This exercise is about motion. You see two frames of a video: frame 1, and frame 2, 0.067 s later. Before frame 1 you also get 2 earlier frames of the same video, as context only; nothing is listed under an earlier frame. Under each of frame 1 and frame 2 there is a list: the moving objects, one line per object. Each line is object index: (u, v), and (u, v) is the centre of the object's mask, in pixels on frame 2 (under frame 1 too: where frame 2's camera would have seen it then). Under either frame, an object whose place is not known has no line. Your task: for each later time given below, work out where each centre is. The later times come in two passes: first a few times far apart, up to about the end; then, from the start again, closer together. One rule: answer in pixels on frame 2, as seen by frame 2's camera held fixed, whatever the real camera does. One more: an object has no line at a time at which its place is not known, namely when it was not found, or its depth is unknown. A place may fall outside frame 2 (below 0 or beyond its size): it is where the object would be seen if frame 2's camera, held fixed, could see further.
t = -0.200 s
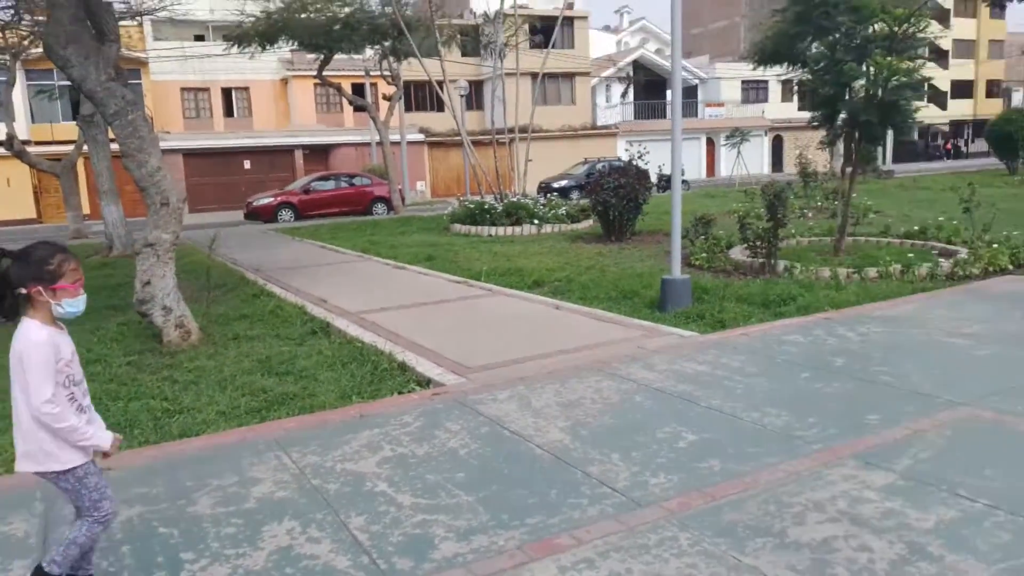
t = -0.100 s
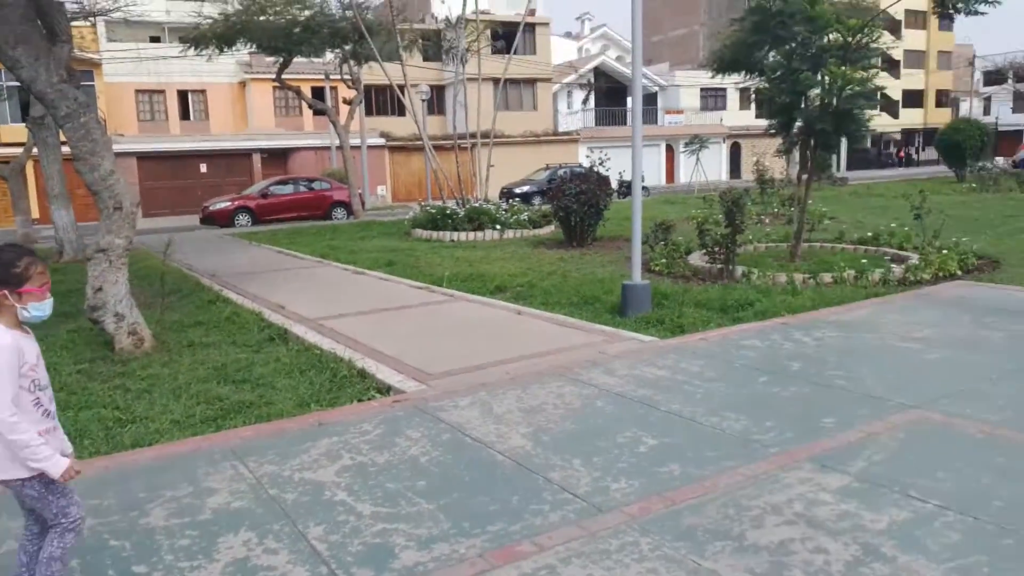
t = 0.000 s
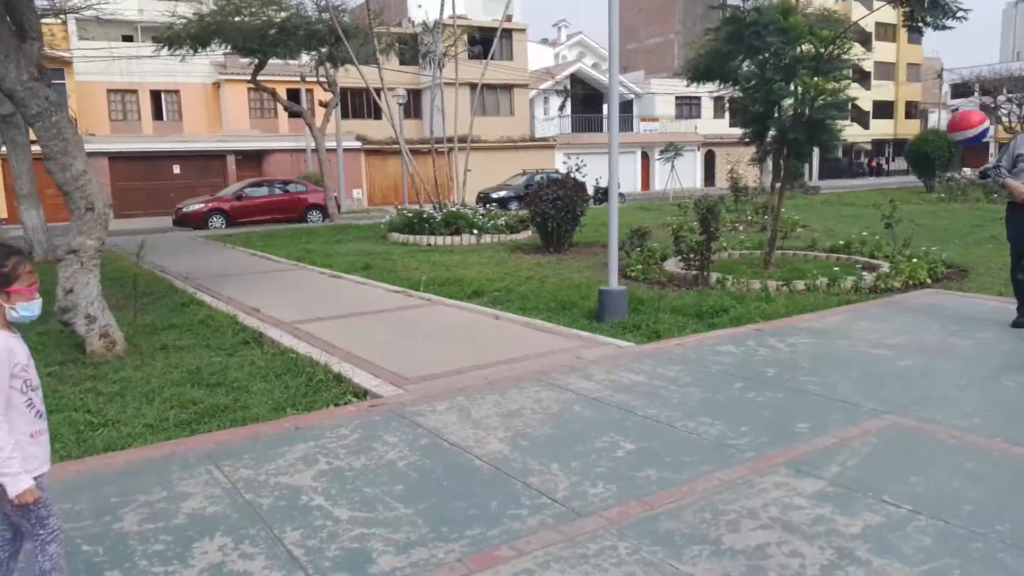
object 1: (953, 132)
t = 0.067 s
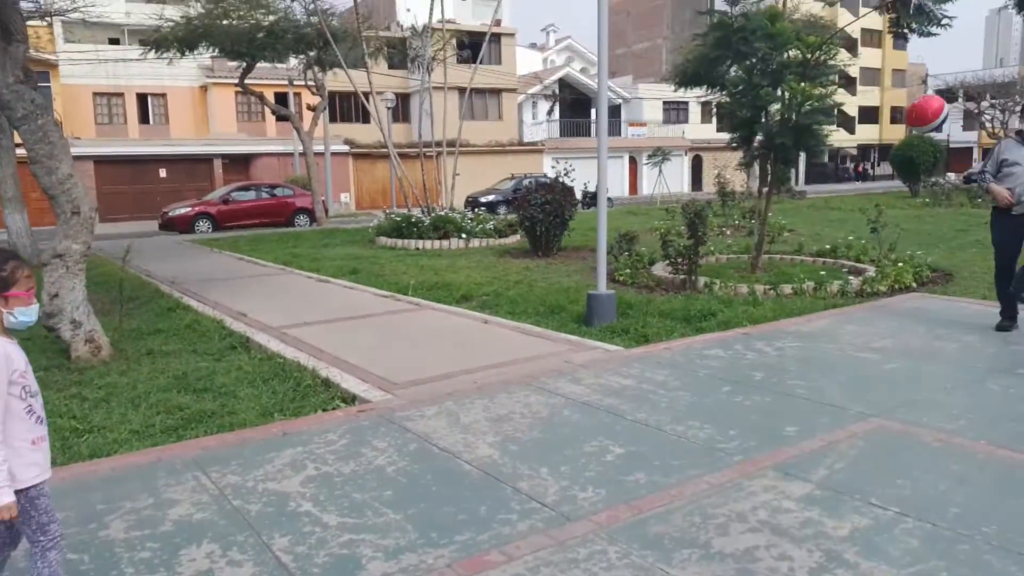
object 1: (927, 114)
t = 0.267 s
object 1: (832, 100)
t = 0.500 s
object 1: (690, 193)
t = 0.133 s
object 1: (897, 102)
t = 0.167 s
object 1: (881, 98)
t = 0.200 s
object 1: (865, 97)
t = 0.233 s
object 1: (849, 97)
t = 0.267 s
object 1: (832, 100)
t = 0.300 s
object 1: (814, 106)
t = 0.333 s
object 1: (796, 114)
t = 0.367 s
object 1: (776, 125)
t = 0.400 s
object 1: (756, 138)
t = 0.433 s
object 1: (735, 153)
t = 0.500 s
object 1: (690, 193)
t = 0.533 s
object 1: (666, 219)
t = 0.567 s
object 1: (642, 248)
